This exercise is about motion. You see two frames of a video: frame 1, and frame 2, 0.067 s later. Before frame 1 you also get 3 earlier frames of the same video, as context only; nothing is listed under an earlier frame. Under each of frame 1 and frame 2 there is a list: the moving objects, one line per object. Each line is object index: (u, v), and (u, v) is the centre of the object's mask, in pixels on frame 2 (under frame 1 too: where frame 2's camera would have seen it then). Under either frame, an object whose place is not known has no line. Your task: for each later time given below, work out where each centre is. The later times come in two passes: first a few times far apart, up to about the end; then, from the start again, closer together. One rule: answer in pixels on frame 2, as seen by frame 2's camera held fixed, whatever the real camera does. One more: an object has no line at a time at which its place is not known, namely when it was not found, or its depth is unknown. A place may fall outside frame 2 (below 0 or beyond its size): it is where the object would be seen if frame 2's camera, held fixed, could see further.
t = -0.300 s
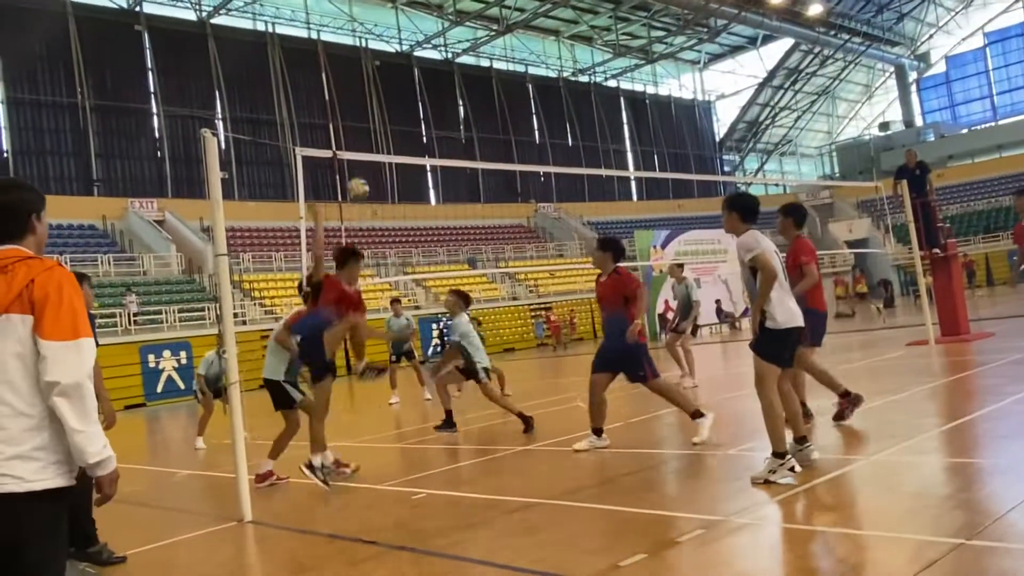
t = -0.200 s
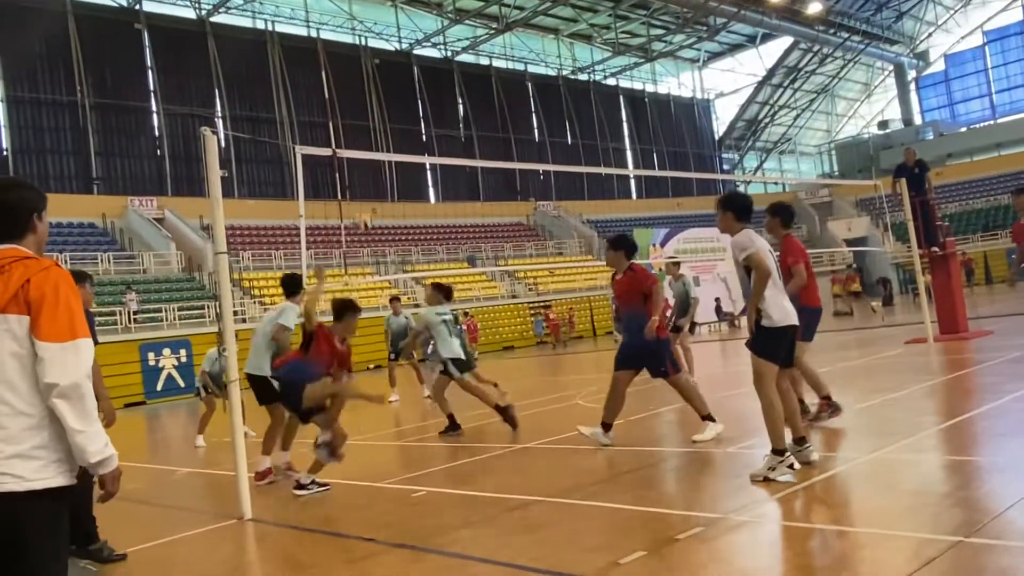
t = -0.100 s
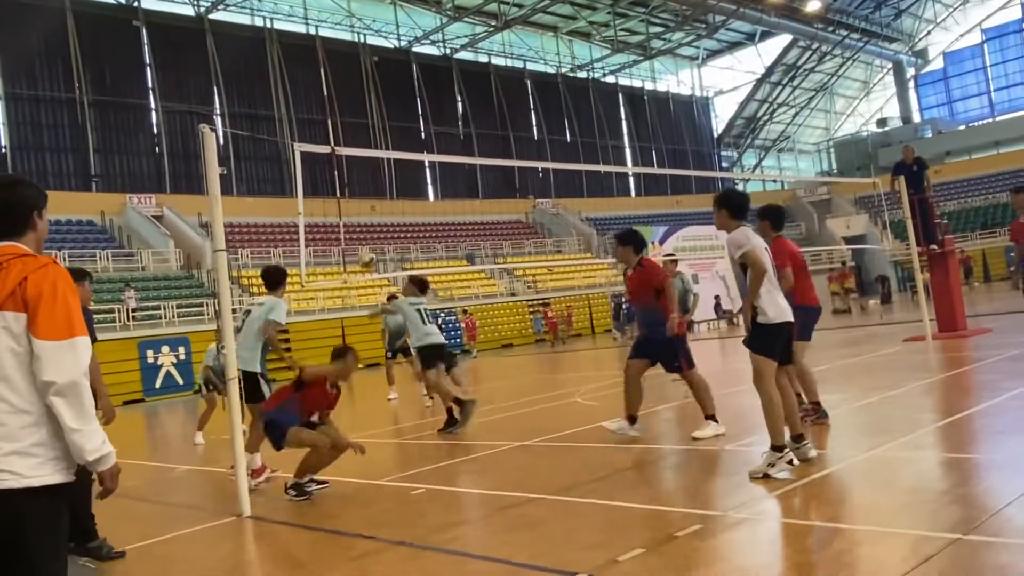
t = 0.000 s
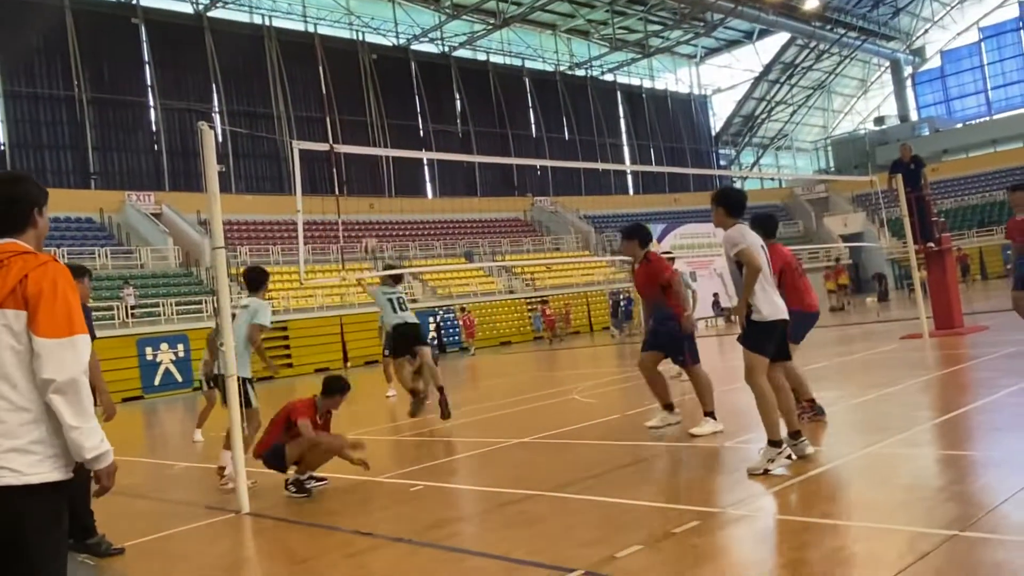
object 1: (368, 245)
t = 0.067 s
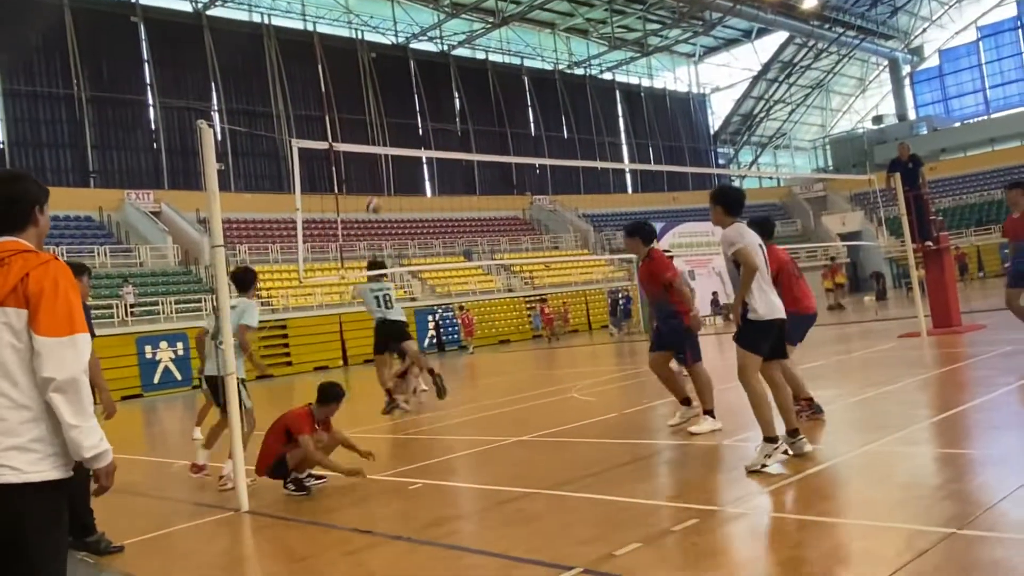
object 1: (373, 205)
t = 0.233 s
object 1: (383, 132)
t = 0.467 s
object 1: (399, 81)
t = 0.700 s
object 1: (416, 74)
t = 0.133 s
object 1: (376, 172)
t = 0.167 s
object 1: (375, 159)
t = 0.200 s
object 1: (380, 141)
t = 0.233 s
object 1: (383, 132)
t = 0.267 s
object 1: (386, 122)
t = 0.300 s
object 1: (387, 113)
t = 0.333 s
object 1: (389, 104)
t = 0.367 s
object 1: (391, 97)
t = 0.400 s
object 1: (393, 91)
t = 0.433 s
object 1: (396, 85)
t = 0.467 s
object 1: (399, 81)
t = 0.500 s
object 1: (401, 78)
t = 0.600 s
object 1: (408, 72)
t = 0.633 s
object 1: (411, 72)
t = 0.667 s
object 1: (413, 73)
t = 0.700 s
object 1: (416, 74)
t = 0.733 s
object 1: (419, 76)
